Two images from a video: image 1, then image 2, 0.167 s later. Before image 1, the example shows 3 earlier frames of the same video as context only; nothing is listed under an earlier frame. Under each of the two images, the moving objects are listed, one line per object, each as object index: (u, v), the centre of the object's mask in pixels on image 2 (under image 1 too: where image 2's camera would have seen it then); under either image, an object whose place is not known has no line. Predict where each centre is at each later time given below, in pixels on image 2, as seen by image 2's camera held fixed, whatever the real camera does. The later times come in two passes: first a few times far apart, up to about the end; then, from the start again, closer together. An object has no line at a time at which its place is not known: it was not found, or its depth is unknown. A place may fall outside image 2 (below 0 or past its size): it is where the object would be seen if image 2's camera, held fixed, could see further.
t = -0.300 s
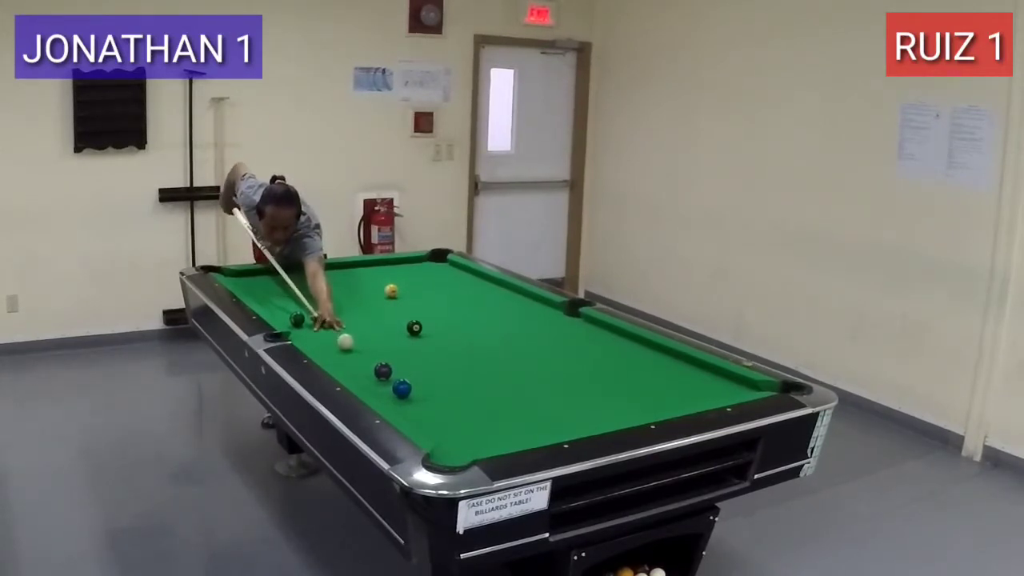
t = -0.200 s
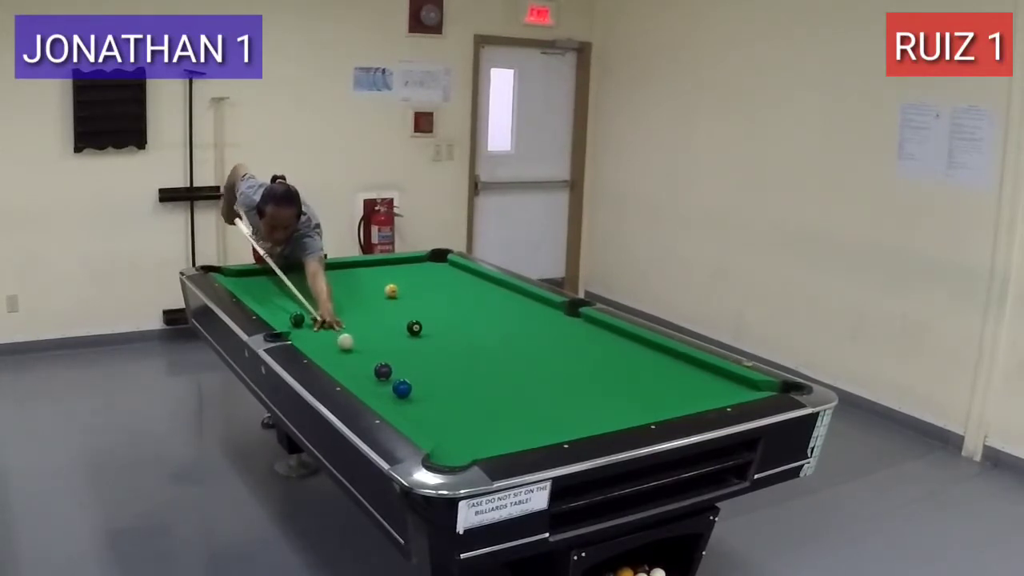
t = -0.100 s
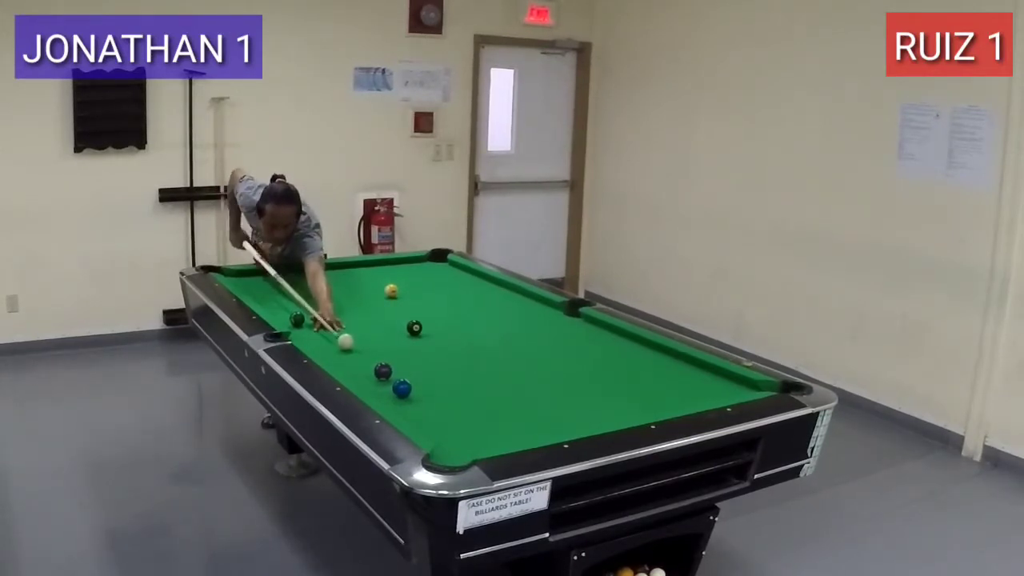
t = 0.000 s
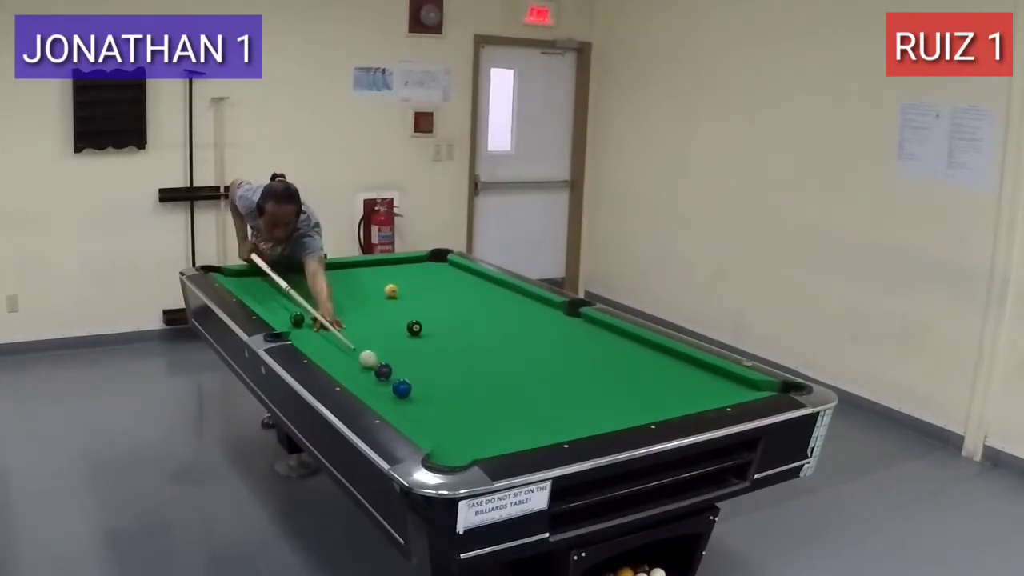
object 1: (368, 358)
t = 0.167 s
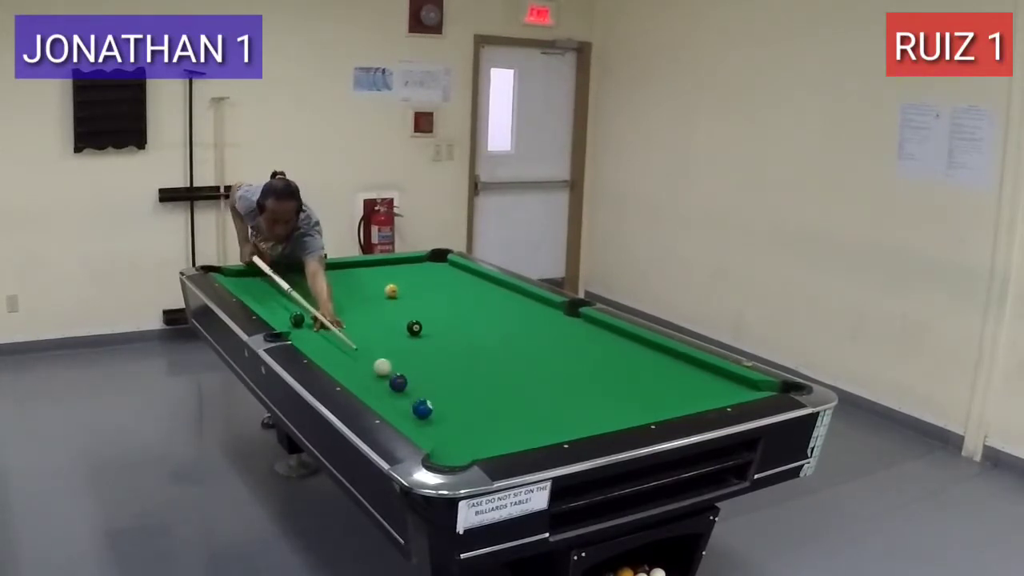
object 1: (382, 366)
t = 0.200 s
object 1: (384, 367)
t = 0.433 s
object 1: (391, 369)
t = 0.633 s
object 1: (396, 369)
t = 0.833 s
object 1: (400, 369)
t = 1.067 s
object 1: (405, 369)
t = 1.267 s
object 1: (407, 370)
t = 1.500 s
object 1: (406, 370)
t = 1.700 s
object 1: (406, 370)
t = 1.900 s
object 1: (406, 370)
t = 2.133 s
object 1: (406, 370)
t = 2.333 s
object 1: (406, 370)
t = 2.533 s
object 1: (406, 370)
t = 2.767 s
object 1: (406, 370)
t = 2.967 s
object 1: (406, 370)
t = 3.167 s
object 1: (406, 370)
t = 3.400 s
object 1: (406, 370)
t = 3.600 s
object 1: (406, 370)
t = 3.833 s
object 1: (406, 370)
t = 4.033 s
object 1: (406, 370)
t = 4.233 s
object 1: (406, 370)
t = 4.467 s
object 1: (406, 370)
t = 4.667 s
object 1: (406, 370)
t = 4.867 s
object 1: (406, 370)
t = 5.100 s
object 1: (406, 370)
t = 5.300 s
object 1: (406, 370)
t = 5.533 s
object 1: (406, 370)
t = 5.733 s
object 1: (406, 370)
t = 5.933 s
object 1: (406, 370)
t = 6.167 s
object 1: (406, 370)
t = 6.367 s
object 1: (406, 370)
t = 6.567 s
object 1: (406, 370)
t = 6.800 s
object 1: (406, 370)
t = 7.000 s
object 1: (406, 370)
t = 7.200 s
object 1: (406, 370)
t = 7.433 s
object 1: (406, 370)
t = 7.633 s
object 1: (406, 370)
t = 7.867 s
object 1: (406, 370)
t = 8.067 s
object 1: (406, 370)
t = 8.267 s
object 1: (406, 370)
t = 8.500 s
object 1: (406, 370)
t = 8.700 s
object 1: (406, 370)
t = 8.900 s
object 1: (406, 370)
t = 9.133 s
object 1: (406, 370)
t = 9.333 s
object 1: (406, 370)
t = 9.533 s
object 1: (406, 370)
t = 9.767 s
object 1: (406, 370)
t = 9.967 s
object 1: (406, 370)
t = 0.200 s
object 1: (384, 367)
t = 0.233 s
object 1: (385, 367)
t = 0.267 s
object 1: (386, 367)
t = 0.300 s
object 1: (387, 368)
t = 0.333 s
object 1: (388, 368)
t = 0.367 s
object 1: (389, 368)
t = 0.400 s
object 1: (390, 368)
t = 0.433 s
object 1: (391, 369)
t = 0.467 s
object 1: (392, 369)
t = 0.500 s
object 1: (393, 369)
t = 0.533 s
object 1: (394, 369)
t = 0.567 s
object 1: (394, 369)
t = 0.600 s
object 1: (395, 369)
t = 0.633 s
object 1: (396, 369)
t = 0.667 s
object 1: (396, 369)
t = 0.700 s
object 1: (397, 369)
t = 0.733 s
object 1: (398, 369)
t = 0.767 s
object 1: (399, 369)
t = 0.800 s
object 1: (399, 369)
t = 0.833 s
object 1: (400, 369)
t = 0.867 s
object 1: (401, 369)
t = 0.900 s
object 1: (402, 369)
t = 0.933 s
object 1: (403, 369)
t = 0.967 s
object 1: (403, 369)
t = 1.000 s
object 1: (404, 369)
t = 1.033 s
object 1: (404, 369)
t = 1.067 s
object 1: (405, 369)
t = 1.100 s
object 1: (405, 370)
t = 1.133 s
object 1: (406, 370)
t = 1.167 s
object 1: (406, 370)
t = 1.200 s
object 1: (406, 370)
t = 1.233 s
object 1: (406, 370)
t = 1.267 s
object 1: (407, 370)
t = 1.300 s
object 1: (407, 370)
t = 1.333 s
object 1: (407, 370)
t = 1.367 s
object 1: (407, 370)
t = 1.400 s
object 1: (407, 370)
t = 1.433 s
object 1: (406, 370)
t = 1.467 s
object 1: (407, 370)
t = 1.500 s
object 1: (406, 370)
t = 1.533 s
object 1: (406, 370)
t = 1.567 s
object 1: (406, 370)
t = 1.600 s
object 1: (406, 370)
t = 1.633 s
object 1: (406, 370)
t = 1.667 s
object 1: (406, 370)
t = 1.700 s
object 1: (406, 370)
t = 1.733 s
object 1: (406, 370)
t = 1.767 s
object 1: (406, 370)
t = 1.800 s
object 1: (406, 370)
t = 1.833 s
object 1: (406, 370)
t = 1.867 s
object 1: (406, 370)
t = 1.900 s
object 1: (406, 370)
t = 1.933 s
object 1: (406, 370)
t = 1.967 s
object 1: (406, 370)
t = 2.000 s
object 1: (406, 370)
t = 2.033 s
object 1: (406, 370)
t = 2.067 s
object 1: (406, 370)
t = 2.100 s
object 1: (406, 370)
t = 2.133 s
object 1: (406, 370)
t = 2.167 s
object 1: (406, 370)
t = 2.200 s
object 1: (406, 370)
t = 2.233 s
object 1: (406, 370)
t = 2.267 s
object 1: (406, 370)
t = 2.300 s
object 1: (406, 370)
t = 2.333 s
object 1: (406, 370)
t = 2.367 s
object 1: (406, 370)
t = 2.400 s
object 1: (406, 370)
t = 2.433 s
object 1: (406, 370)
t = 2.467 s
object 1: (406, 370)
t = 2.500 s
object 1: (406, 370)
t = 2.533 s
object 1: (406, 370)
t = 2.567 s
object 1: (406, 370)
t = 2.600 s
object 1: (406, 370)
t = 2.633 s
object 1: (406, 370)
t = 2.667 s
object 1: (406, 370)
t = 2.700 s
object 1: (406, 370)
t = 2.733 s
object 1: (406, 370)
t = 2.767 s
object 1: (406, 370)
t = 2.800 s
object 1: (406, 370)
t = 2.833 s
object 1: (406, 370)
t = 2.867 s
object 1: (406, 370)
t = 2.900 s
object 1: (406, 370)
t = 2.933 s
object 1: (406, 370)
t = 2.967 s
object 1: (406, 370)
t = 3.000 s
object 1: (406, 370)
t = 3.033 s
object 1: (406, 370)
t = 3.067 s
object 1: (406, 370)
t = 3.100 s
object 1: (406, 370)
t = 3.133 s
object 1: (406, 370)
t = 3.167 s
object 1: (406, 370)
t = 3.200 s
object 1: (406, 370)
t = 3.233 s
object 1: (406, 370)
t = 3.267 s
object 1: (406, 370)
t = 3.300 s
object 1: (406, 370)
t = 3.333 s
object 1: (406, 370)
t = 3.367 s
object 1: (406, 370)
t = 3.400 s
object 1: (406, 370)
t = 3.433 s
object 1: (406, 370)
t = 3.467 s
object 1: (406, 370)
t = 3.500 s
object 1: (406, 370)
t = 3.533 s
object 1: (406, 370)
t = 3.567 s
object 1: (406, 370)
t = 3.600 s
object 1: (406, 370)
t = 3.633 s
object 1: (406, 370)
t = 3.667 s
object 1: (406, 370)
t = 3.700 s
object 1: (406, 370)
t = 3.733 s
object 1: (406, 370)
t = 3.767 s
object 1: (406, 370)
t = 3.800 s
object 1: (406, 370)
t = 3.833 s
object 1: (406, 370)
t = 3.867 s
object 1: (406, 370)
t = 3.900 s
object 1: (406, 370)
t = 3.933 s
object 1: (406, 370)
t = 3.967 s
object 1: (406, 370)
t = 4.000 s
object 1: (406, 370)
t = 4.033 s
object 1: (406, 370)
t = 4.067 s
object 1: (406, 370)
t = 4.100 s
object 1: (406, 370)
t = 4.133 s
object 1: (406, 370)
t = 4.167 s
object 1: (406, 370)
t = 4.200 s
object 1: (406, 370)
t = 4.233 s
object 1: (406, 370)
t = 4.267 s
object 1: (406, 370)
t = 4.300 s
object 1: (406, 370)
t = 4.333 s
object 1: (406, 370)
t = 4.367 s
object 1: (406, 370)
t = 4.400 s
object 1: (406, 370)
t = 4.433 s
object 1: (406, 370)
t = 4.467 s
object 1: (406, 370)
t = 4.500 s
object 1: (406, 370)
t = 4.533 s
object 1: (406, 370)
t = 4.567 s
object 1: (406, 370)
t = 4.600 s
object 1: (406, 370)
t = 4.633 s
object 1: (406, 370)
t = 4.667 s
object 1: (406, 370)
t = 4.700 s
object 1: (406, 370)
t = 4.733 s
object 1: (406, 370)
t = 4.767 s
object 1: (406, 370)
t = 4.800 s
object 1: (406, 370)
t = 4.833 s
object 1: (406, 370)
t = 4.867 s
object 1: (406, 370)
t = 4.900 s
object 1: (406, 370)
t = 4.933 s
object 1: (406, 370)
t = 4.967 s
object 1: (406, 370)
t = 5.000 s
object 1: (406, 370)
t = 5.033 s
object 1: (406, 370)
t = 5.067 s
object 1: (406, 370)
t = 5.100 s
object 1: (406, 370)
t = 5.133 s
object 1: (406, 370)
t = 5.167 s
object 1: (406, 370)
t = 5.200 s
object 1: (406, 370)
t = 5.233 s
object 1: (406, 370)
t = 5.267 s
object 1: (406, 370)
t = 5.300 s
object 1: (406, 370)
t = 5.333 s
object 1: (406, 370)
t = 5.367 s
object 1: (406, 370)
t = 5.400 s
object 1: (406, 370)
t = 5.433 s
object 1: (406, 370)
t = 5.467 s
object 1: (406, 370)
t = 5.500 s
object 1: (406, 370)
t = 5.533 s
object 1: (406, 370)
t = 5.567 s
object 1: (406, 370)
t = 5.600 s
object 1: (406, 370)
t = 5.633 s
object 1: (406, 370)
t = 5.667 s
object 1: (406, 370)
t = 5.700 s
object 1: (406, 370)
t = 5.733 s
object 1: (406, 370)
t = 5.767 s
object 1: (406, 370)
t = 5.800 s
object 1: (406, 370)
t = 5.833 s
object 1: (406, 370)
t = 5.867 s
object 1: (406, 370)
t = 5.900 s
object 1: (406, 370)
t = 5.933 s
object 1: (406, 370)
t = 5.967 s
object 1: (406, 370)
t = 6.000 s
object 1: (406, 370)
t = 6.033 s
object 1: (406, 370)
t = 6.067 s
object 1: (406, 370)
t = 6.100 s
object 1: (406, 370)
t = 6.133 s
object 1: (406, 370)
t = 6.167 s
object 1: (406, 370)
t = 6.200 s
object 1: (406, 370)
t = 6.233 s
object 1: (406, 370)
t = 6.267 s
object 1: (406, 370)
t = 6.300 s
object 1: (406, 370)
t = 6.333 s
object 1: (406, 370)
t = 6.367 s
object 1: (406, 370)
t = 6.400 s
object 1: (406, 370)
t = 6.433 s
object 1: (406, 370)
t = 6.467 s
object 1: (406, 370)
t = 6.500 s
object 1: (406, 370)
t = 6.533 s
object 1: (406, 370)
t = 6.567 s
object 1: (406, 370)
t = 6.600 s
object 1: (406, 370)
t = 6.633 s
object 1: (406, 370)
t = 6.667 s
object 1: (406, 370)
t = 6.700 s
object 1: (406, 370)
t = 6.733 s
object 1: (406, 370)
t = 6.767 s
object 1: (406, 370)
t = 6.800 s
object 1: (406, 370)
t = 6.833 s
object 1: (406, 370)
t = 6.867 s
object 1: (406, 370)
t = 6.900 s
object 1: (406, 370)
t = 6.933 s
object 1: (406, 370)
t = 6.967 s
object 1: (406, 370)
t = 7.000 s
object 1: (406, 370)
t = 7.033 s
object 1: (406, 370)
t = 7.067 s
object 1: (406, 370)
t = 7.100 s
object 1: (406, 370)
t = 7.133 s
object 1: (406, 370)
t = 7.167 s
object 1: (406, 370)
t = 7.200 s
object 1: (406, 370)
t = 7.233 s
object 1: (406, 370)
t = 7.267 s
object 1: (406, 370)
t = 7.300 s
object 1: (406, 370)
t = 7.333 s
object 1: (406, 370)
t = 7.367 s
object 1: (406, 370)
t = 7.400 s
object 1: (406, 370)
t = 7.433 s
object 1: (406, 370)
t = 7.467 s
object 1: (406, 370)
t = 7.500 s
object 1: (406, 370)
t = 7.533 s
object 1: (406, 370)
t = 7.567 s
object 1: (406, 370)
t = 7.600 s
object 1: (406, 370)
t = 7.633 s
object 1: (406, 370)
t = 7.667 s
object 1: (406, 370)
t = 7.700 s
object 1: (406, 370)
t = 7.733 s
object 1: (406, 370)
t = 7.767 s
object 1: (406, 370)
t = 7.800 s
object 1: (406, 370)
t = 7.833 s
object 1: (406, 370)
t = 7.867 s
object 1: (406, 370)
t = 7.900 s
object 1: (406, 370)
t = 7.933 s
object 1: (406, 370)
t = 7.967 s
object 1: (406, 370)
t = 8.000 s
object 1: (406, 370)
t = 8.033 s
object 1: (406, 370)
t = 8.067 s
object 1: (406, 370)
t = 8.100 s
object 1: (406, 370)
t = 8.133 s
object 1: (406, 370)
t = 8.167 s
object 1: (406, 370)
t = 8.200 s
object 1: (406, 370)
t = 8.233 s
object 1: (406, 370)
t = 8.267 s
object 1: (406, 370)
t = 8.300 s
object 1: (406, 370)
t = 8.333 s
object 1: (406, 370)
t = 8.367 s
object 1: (406, 370)
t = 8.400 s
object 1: (406, 370)
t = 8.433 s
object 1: (406, 370)
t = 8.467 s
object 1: (406, 370)
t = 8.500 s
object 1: (406, 370)
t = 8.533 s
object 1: (406, 370)
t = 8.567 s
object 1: (406, 370)
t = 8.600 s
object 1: (406, 370)
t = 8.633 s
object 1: (406, 370)
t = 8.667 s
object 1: (406, 370)
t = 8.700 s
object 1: (406, 370)
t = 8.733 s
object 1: (406, 370)
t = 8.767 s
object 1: (406, 370)
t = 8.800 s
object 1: (406, 370)
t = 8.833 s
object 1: (406, 370)
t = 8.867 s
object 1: (406, 370)
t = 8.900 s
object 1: (406, 370)
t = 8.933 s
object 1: (406, 370)
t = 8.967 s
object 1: (406, 370)
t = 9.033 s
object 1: (406, 370)
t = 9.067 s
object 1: (406, 370)
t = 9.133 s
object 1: (406, 370)
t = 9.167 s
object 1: (406, 370)
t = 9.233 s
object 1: (406, 370)
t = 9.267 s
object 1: (406, 370)
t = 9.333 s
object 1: (406, 370)
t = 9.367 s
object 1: (406, 370)
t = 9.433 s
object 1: (406, 370)
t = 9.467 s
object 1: (406, 370)
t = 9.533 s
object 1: (406, 370)
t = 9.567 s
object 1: (406, 370)
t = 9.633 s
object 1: (406, 370)
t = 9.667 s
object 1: (406, 370)
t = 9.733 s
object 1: (406, 370)
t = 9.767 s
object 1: (406, 370)
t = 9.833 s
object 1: (406, 370)
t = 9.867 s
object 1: (406, 370)
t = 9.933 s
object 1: (406, 370)
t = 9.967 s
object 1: (406, 370)
